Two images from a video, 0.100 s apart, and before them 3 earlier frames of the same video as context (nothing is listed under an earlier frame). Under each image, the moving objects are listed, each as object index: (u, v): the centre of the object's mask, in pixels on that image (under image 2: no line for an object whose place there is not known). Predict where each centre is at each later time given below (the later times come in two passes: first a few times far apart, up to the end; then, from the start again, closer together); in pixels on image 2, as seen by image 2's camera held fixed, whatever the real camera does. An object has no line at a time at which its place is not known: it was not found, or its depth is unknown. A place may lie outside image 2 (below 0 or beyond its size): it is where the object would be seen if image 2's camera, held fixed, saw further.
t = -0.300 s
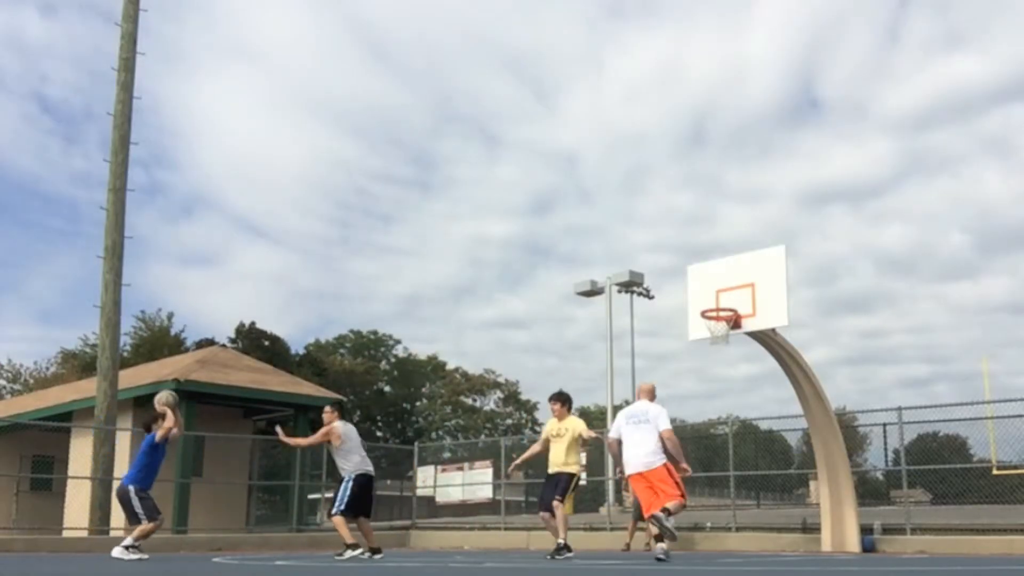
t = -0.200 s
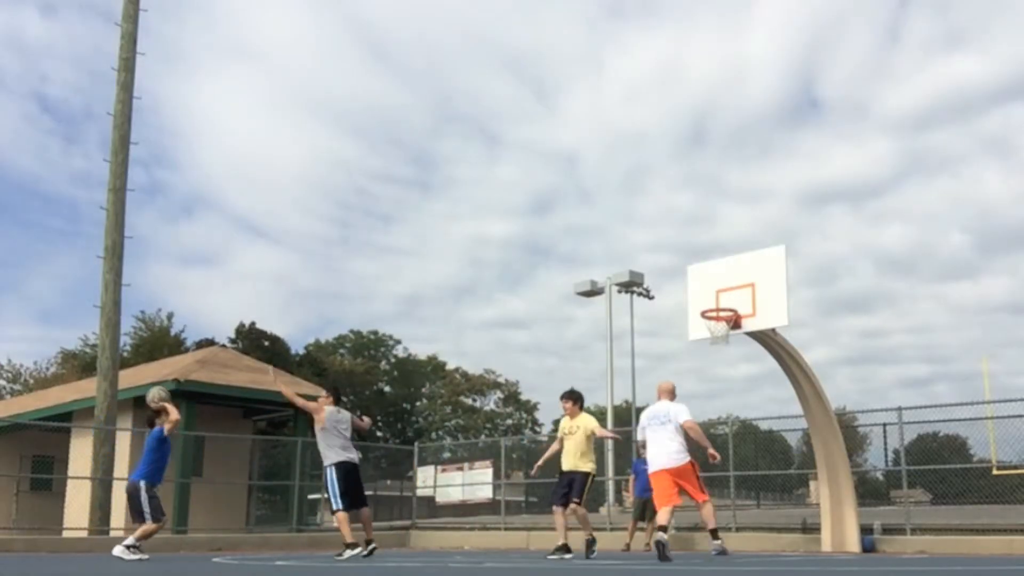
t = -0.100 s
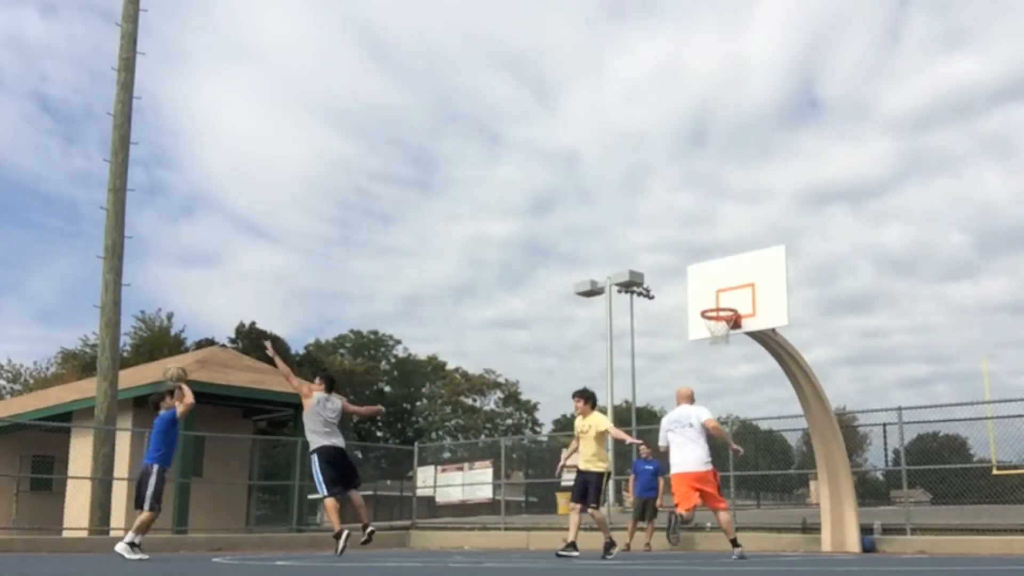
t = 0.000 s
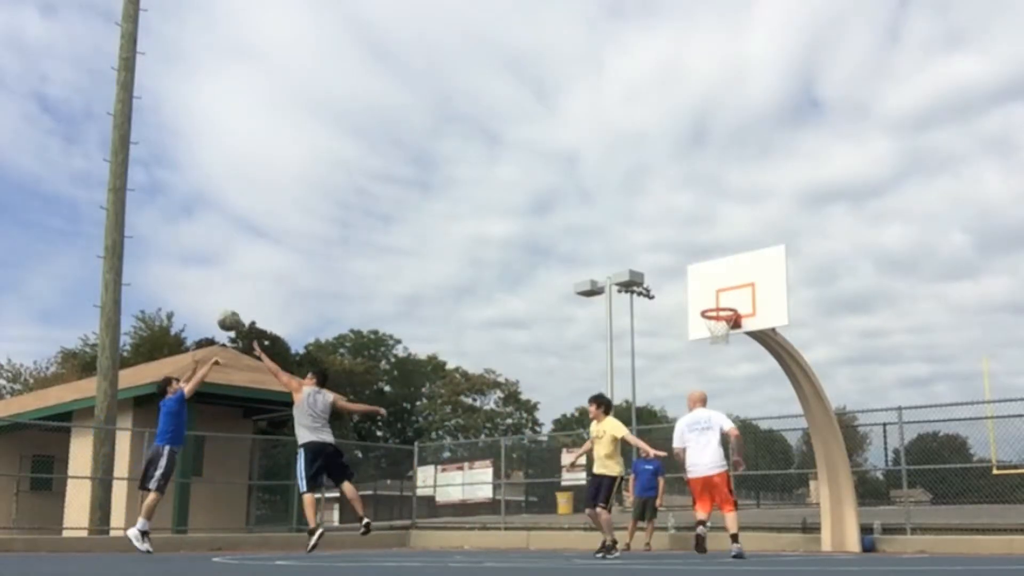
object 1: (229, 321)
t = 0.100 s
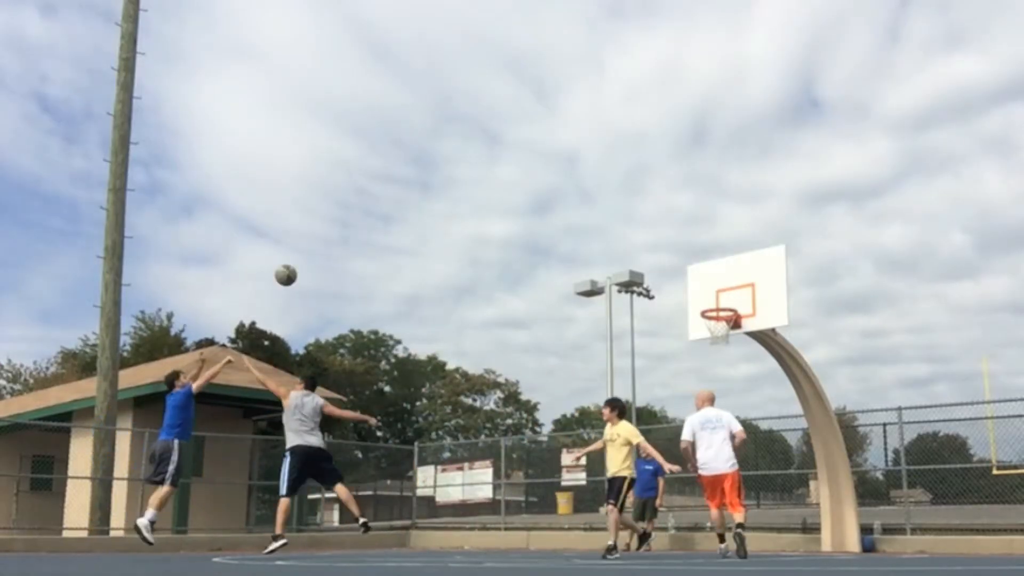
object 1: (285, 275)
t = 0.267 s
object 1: (373, 223)
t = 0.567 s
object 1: (510, 191)
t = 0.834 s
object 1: (618, 221)
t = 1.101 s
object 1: (719, 298)
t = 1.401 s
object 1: (713, 327)
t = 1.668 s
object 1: (717, 330)
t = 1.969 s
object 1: (732, 388)
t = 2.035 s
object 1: (736, 409)
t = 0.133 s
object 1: (302, 262)
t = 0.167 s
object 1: (321, 251)
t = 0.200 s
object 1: (339, 240)
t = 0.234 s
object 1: (356, 231)
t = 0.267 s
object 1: (373, 223)
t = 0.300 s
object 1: (389, 215)
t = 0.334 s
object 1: (405, 209)
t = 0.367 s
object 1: (421, 203)
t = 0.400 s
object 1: (436, 199)
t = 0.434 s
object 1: (451, 195)
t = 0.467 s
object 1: (466, 193)
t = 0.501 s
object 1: (481, 192)
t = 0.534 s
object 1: (495, 191)
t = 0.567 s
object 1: (510, 191)
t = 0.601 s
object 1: (524, 192)
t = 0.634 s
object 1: (537, 194)
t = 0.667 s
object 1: (551, 196)
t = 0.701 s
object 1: (565, 200)
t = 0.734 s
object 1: (578, 204)
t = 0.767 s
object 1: (592, 209)
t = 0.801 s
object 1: (605, 214)
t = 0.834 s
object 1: (618, 221)
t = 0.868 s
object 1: (631, 228)
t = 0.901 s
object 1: (644, 236)
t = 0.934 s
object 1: (656, 244)
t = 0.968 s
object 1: (669, 253)
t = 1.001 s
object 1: (681, 263)
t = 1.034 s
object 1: (693, 274)
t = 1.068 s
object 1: (706, 286)
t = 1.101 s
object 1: (719, 298)
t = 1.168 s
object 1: (717, 315)
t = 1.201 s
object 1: (713, 315)
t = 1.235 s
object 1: (719, 315)
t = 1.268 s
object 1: (725, 315)
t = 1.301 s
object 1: (725, 318)
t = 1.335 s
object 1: (722, 320)
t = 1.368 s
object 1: (717, 323)
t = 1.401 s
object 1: (713, 327)
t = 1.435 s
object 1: (709, 329)
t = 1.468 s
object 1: (708, 328)
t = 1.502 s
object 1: (708, 328)
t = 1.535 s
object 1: (709, 327)
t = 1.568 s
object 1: (710, 327)
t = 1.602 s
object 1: (712, 328)
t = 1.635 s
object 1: (714, 329)
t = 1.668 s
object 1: (717, 330)
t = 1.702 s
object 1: (718, 334)
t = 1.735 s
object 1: (719, 338)
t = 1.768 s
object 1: (721, 342)
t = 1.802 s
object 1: (723, 347)
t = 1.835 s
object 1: (725, 354)
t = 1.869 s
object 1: (726, 361)
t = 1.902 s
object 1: (728, 369)
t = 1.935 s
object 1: (730, 378)
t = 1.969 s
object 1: (732, 388)
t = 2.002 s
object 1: (734, 399)
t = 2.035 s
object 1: (736, 409)
